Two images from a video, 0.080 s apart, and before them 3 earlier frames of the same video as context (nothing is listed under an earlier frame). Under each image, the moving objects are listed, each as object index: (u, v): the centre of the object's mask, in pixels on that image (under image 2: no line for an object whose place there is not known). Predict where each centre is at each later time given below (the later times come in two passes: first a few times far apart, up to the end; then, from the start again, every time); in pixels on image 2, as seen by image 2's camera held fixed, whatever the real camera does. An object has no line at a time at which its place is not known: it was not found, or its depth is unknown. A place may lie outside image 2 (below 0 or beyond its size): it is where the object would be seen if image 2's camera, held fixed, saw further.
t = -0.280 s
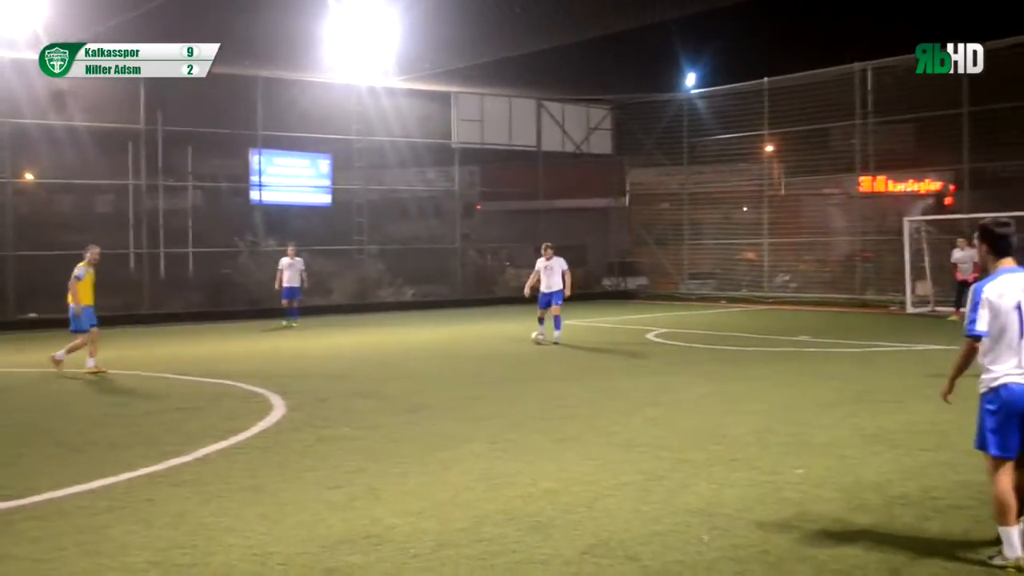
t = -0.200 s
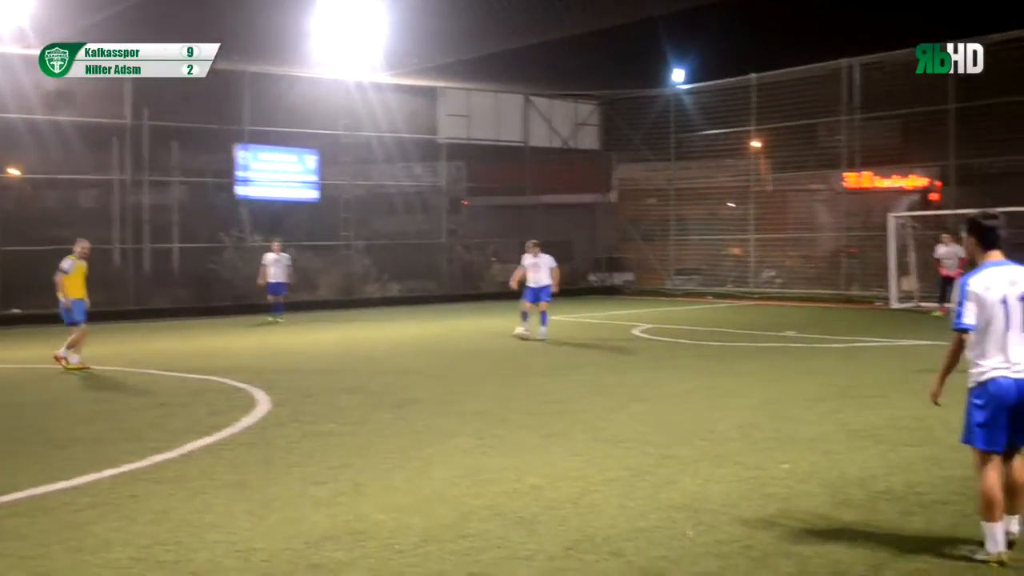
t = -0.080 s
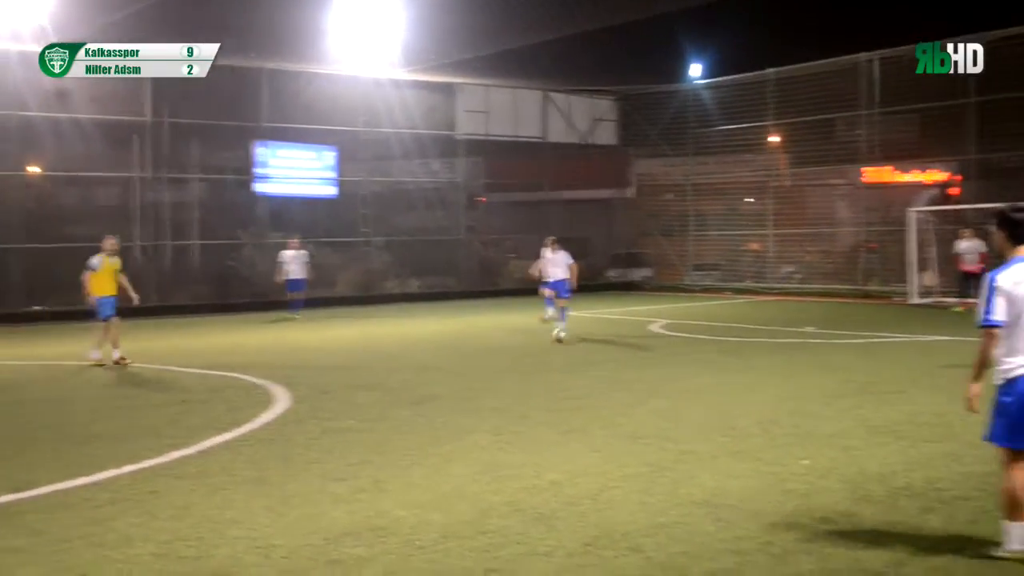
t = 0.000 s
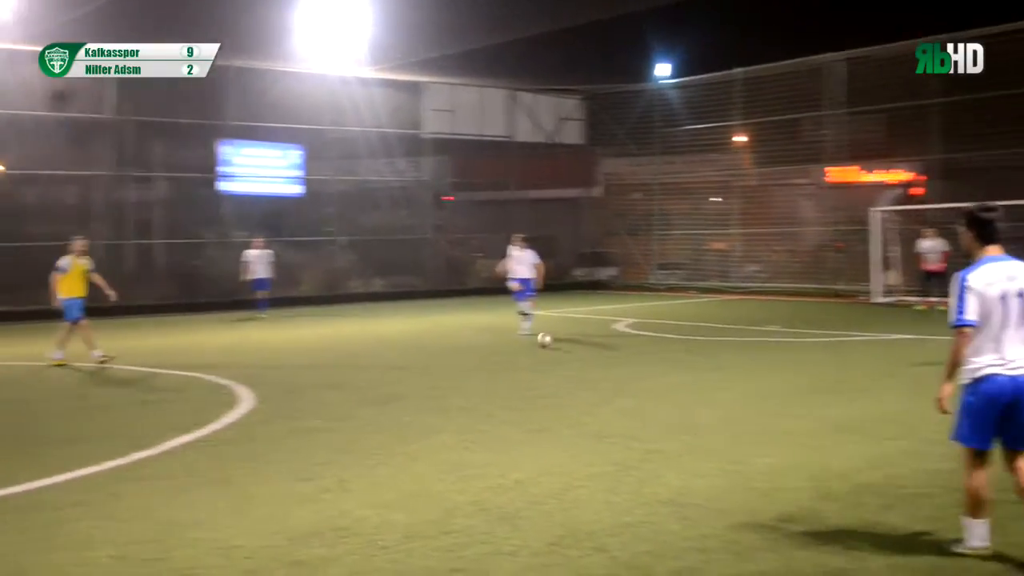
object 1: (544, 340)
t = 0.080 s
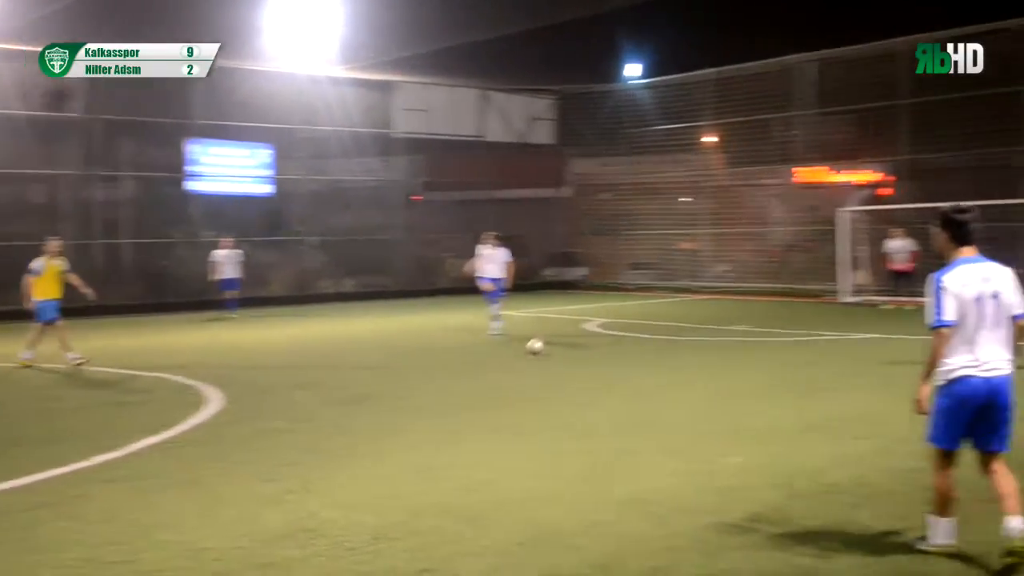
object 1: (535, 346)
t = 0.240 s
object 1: (580, 356)
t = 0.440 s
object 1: (648, 368)
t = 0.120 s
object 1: (545, 347)
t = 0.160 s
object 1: (556, 348)
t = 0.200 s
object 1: (567, 352)
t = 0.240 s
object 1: (580, 356)
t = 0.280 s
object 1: (594, 361)
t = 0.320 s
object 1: (606, 360)
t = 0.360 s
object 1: (620, 361)
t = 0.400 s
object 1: (635, 364)
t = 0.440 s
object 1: (648, 368)
